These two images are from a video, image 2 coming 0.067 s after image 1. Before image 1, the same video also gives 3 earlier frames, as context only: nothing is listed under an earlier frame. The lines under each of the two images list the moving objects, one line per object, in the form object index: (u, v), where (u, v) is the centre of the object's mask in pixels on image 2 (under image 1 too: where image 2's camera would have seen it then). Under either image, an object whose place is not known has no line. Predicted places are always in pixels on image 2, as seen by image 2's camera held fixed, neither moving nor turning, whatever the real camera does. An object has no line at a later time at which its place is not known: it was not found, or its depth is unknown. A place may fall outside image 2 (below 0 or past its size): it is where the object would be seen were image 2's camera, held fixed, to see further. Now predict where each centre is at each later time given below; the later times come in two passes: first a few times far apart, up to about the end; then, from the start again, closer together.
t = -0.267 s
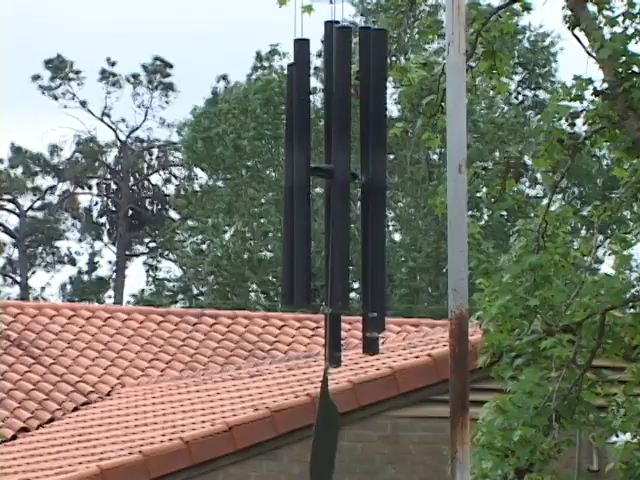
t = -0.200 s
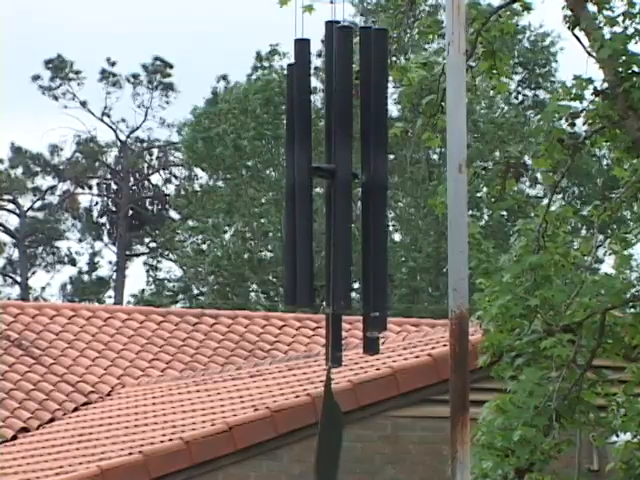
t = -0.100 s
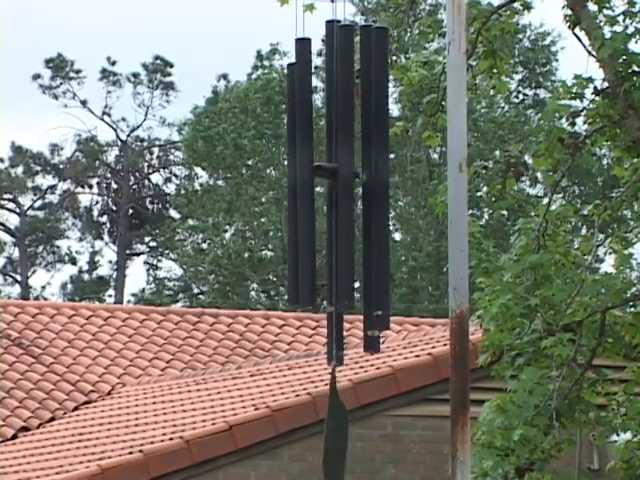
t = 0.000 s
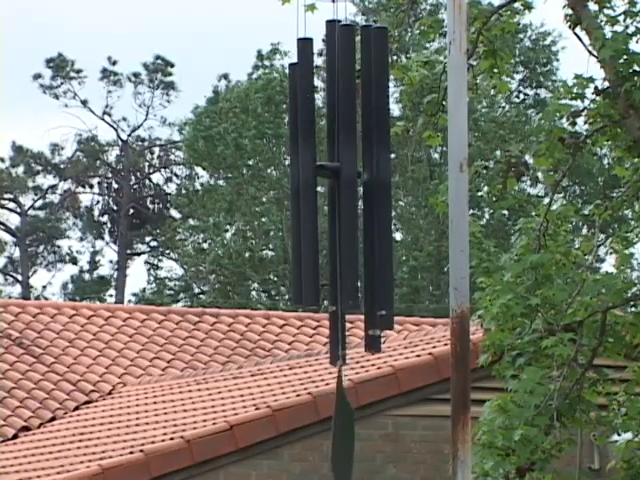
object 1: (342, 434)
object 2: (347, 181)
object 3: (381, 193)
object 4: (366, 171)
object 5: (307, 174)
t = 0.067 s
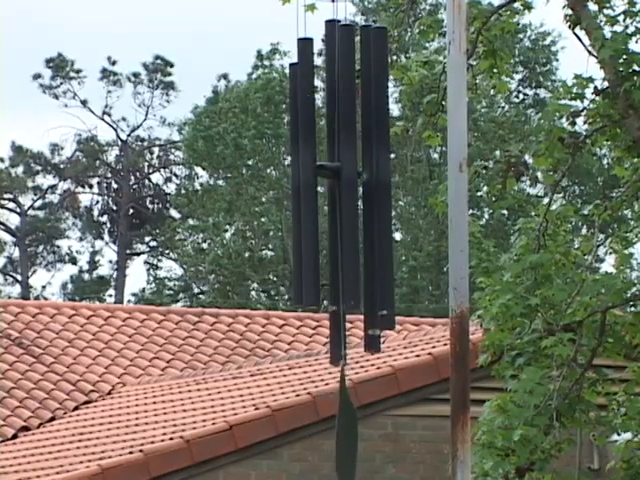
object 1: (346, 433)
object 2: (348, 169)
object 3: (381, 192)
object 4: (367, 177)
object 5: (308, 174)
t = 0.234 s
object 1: (354, 432)
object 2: (350, 168)
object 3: (383, 188)
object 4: (368, 181)
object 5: (309, 174)
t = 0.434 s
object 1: (360, 432)
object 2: (350, 168)
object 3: (384, 181)
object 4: (370, 177)
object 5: (308, 176)
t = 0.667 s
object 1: (360, 432)
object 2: (349, 167)
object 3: (383, 178)
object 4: (370, 178)
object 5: (306, 175)
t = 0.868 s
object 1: (357, 433)
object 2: (345, 168)
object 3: (379, 181)
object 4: (366, 179)
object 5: (304, 176)
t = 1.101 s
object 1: (348, 432)
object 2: (341, 169)
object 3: (376, 191)
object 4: (363, 156)
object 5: (300, 174)
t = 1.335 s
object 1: (337, 433)
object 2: (338, 170)
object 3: (374, 189)
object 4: (361, 156)
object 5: (298, 174)
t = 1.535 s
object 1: (327, 433)
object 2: (336, 180)
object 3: (371, 191)
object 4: (360, 160)
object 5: (298, 173)
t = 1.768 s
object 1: (318, 432)
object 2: (336, 187)
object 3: (372, 190)
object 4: (359, 170)
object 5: (298, 174)
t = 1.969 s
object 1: (315, 433)
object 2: (338, 186)
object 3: (372, 194)
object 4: (359, 178)
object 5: (299, 174)
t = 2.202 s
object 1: (319, 432)
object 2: (340, 193)
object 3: (375, 181)
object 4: (360, 182)
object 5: (302, 177)
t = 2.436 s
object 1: (330, 434)
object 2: (343, 186)
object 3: (378, 189)
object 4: (363, 180)
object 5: (303, 175)
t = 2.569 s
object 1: (336, 435)
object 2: (345, 184)
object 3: (379, 189)
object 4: (365, 177)
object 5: (304, 174)
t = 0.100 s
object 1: (348, 433)
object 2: (349, 169)
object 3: (382, 193)
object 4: (367, 178)
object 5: (308, 174)
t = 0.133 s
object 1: (349, 433)
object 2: (349, 170)
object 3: (382, 192)
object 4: (367, 179)
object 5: (309, 175)
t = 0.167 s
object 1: (351, 433)
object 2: (349, 169)
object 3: (382, 191)
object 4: (367, 179)
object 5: (309, 175)
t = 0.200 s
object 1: (353, 432)
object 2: (349, 169)
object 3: (383, 190)
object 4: (368, 181)
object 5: (309, 174)
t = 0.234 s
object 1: (354, 432)
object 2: (350, 168)
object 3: (383, 188)
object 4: (368, 181)
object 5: (309, 174)
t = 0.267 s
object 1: (355, 432)
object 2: (350, 168)
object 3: (383, 186)
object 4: (368, 182)
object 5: (309, 174)
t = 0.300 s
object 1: (356, 432)
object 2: (350, 167)
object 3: (383, 184)
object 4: (368, 182)
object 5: (309, 175)
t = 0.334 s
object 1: (357, 433)
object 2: (350, 168)
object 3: (383, 182)
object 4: (368, 179)
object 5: (309, 176)
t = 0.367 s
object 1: (358, 433)
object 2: (350, 167)
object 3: (384, 182)
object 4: (368, 179)
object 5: (309, 176)
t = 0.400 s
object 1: (359, 433)
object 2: (350, 168)
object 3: (384, 182)
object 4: (370, 176)
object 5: (309, 176)
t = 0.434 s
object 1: (360, 432)
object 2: (350, 168)
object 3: (384, 181)
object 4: (370, 177)
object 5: (308, 176)
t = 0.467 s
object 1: (360, 433)
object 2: (350, 169)
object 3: (384, 181)
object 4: (369, 179)
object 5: (308, 176)
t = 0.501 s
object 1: (360, 433)
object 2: (350, 168)
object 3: (384, 181)
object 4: (370, 178)
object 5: (308, 176)
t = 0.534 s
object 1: (361, 434)
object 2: (350, 167)
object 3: (384, 182)
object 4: (370, 178)
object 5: (307, 177)
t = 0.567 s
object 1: (361, 433)
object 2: (350, 168)
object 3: (384, 180)
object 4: (369, 179)
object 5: (307, 176)
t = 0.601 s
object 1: (361, 433)
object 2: (350, 168)
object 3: (384, 179)
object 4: (369, 179)
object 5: (307, 176)
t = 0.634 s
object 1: (360, 432)
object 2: (349, 168)
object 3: (383, 179)
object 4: (370, 179)
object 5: (306, 175)
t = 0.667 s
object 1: (360, 432)
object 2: (349, 167)
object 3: (383, 178)
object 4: (370, 178)
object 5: (306, 175)
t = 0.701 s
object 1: (360, 432)
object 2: (349, 167)
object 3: (383, 177)
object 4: (367, 180)
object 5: (306, 176)
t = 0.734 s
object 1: (360, 432)
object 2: (348, 167)
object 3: (383, 178)
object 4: (367, 179)
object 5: (306, 175)
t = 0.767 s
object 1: (359, 432)
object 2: (348, 168)
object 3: (382, 177)
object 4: (367, 181)
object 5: (306, 175)
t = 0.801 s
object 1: (359, 433)
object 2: (347, 167)
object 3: (381, 178)
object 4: (367, 180)
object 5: (305, 176)
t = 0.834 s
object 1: (358, 433)
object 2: (346, 166)
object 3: (380, 182)
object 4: (367, 178)
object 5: (304, 177)
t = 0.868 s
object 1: (357, 433)
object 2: (345, 168)
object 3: (379, 181)
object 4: (366, 179)
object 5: (304, 176)
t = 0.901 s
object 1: (356, 432)
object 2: (345, 169)
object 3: (378, 188)
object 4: (367, 178)
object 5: (303, 177)
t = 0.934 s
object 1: (355, 432)
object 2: (344, 168)
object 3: (378, 189)
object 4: (368, 175)
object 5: (303, 176)
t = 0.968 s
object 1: (354, 430)
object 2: (344, 169)
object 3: (377, 189)
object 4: (368, 175)
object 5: (302, 178)
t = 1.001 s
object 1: (353, 433)
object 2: (343, 170)
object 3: (377, 190)
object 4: (368, 174)
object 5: (301, 178)
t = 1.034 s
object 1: (351, 431)
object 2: (342, 170)
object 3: (376, 191)
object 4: (365, 170)
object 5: (301, 176)
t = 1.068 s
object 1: (350, 431)
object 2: (341, 168)
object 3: (376, 193)
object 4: (364, 165)
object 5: (300, 176)
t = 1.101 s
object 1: (348, 432)
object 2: (341, 169)
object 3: (376, 191)
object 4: (363, 156)
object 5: (300, 174)
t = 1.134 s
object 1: (347, 432)
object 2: (340, 169)
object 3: (376, 190)
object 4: (363, 161)
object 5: (300, 173)
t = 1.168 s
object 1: (346, 432)
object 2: (340, 169)
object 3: (376, 190)
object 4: (363, 159)
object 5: (299, 173)
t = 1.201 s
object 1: (344, 432)
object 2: (339, 168)
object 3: (375, 189)
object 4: (363, 157)
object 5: (298, 176)
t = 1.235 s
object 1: (342, 432)
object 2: (339, 165)
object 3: (374, 190)
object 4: (362, 152)
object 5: (298, 176)
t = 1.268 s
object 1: (341, 433)
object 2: (338, 169)
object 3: (374, 189)
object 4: (362, 154)
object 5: (298, 175)
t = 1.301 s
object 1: (339, 433)
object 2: (338, 171)
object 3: (374, 190)
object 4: (362, 154)
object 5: (298, 174)
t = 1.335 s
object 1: (337, 433)
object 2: (338, 170)
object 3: (374, 189)
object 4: (361, 156)
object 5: (298, 174)
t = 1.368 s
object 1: (335, 432)
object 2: (337, 171)
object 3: (373, 190)
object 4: (361, 155)
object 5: (298, 175)
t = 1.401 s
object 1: (333, 433)
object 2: (337, 178)
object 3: (373, 191)
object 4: (361, 155)
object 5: (298, 173)
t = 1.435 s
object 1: (332, 433)
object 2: (337, 179)
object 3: (373, 191)
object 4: (360, 156)
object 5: (298, 172)
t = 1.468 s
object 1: (330, 432)
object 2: (336, 185)
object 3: (372, 191)
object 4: (360, 158)
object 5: (297, 173)
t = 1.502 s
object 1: (329, 433)
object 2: (336, 181)
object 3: (372, 191)
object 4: (360, 158)
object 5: (298, 173)
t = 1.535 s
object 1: (327, 433)
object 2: (336, 180)
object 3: (371, 191)
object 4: (360, 160)
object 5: (298, 173)
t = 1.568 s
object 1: (325, 432)
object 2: (336, 181)
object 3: (371, 191)
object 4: (360, 160)
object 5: (298, 173)
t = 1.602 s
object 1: (324, 433)
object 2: (336, 181)
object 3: (371, 190)
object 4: (360, 162)
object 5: (298, 173)
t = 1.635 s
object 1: (322, 432)
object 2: (336, 181)
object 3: (372, 190)
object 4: (360, 163)
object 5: (298, 173)
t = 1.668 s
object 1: (321, 432)
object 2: (336, 181)
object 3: (371, 191)
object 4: (359, 165)
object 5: (298, 174)
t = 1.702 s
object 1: (320, 432)
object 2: (336, 182)
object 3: (371, 191)
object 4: (359, 167)
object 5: (298, 173)
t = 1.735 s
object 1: (319, 432)
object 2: (336, 187)
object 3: (371, 191)
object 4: (359, 168)
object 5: (298, 174)
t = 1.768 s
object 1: (318, 432)
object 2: (336, 187)
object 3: (372, 190)
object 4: (359, 170)
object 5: (298, 174)
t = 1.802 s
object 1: (317, 432)
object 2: (336, 184)
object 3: (371, 192)
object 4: (359, 170)
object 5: (298, 173)
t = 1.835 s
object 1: (316, 433)
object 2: (337, 185)
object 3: (372, 193)
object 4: (359, 171)
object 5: (298, 173)
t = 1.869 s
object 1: (316, 433)
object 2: (337, 185)
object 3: (372, 193)
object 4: (359, 174)
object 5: (299, 173)
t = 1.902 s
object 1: (315, 433)
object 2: (337, 185)
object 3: (372, 192)
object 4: (359, 177)
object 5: (299, 173)
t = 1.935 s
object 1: (315, 433)
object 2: (338, 185)
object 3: (372, 193)
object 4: (359, 177)
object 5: (299, 174)
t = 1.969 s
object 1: (315, 433)
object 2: (338, 186)
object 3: (372, 194)
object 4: (359, 178)
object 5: (299, 174)
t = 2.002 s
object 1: (315, 433)
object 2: (338, 189)
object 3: (372, 195)
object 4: (359, 178)
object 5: (300, 174)
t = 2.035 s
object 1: (316, 433)
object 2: (338, 191)
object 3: (374, 191)
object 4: (359, 178)
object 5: (300, 175)
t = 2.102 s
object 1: (316, 433)
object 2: (339, 191)
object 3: (373, 197)
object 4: (359, 179)
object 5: (301, 174)
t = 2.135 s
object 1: (317, 432)
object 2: (339, 192)
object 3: (374, 190)
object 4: (360, 179)
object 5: (301, 173)
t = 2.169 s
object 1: (318, 432)
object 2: (340, 192)
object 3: (375, 182)
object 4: (360, 181)
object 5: (301, 174)
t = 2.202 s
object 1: (319, 432)
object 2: (340, 193)
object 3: (375, 181)
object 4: (360, 182)
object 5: (302, 177)
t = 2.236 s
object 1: (321, 432)
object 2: (340, 193)
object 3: (376, 182)
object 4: (361, 185)
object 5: (302, 177)
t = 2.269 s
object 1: (322, 432)
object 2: (341, 194)
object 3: (377, 182)
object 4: (361, 185)
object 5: (302, 178)
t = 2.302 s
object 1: (323, 432)
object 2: (341, 195)
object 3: (377, 182)
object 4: (362, 183)
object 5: (303, 178)
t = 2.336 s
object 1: (325, 432)
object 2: (341, 194)
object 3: (378, 181)
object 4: (362, 182)
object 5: (302, 178)
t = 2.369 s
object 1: (326, 433)
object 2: (342, 192)
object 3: (378, 182)
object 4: (362, 184)
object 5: (303, 177)
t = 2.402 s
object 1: (328, 434)
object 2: (342, 191)
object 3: (378, 183)
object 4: (363, 182)
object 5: (304, 176)
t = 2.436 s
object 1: (330, 434)
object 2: (343, 186)
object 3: (378, 189)
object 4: (363, 180)
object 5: (303, 175)
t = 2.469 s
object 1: (331, 435)
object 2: (343, 187)
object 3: (378, 187)
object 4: (364, 180)
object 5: (303, 175)
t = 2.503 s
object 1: (333, 434)
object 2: (344, 186)
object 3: (378, 188)
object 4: (364, 178)
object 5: (304, 175)
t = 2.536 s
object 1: (334, 435)
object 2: (344, 184)
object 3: (379, 188)
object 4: (365, 176)
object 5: (304, 174)
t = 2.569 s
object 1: (336, 435)
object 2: (345, 184)
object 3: (379, 189)
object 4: (365, 177)
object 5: (304, 174)
